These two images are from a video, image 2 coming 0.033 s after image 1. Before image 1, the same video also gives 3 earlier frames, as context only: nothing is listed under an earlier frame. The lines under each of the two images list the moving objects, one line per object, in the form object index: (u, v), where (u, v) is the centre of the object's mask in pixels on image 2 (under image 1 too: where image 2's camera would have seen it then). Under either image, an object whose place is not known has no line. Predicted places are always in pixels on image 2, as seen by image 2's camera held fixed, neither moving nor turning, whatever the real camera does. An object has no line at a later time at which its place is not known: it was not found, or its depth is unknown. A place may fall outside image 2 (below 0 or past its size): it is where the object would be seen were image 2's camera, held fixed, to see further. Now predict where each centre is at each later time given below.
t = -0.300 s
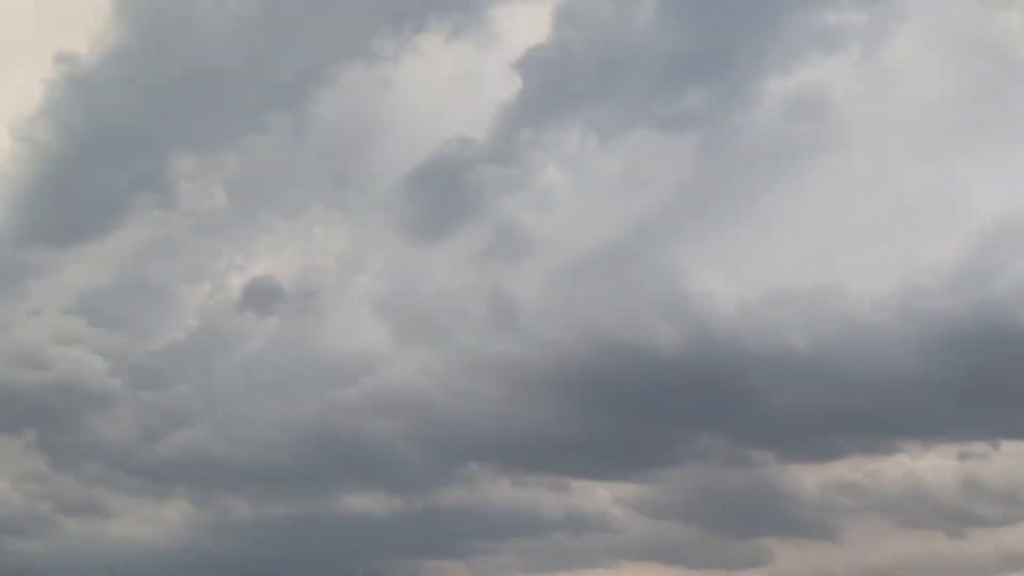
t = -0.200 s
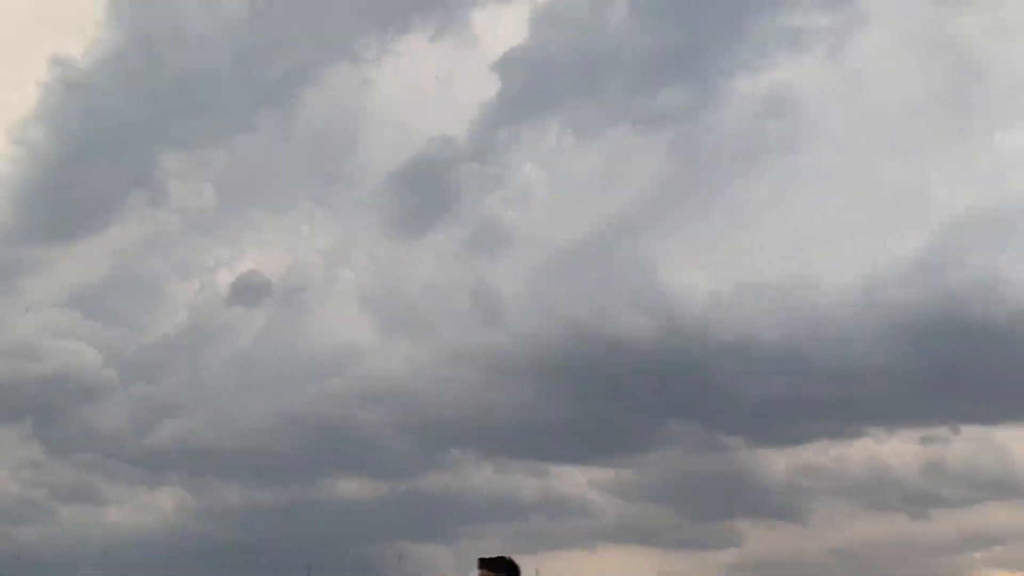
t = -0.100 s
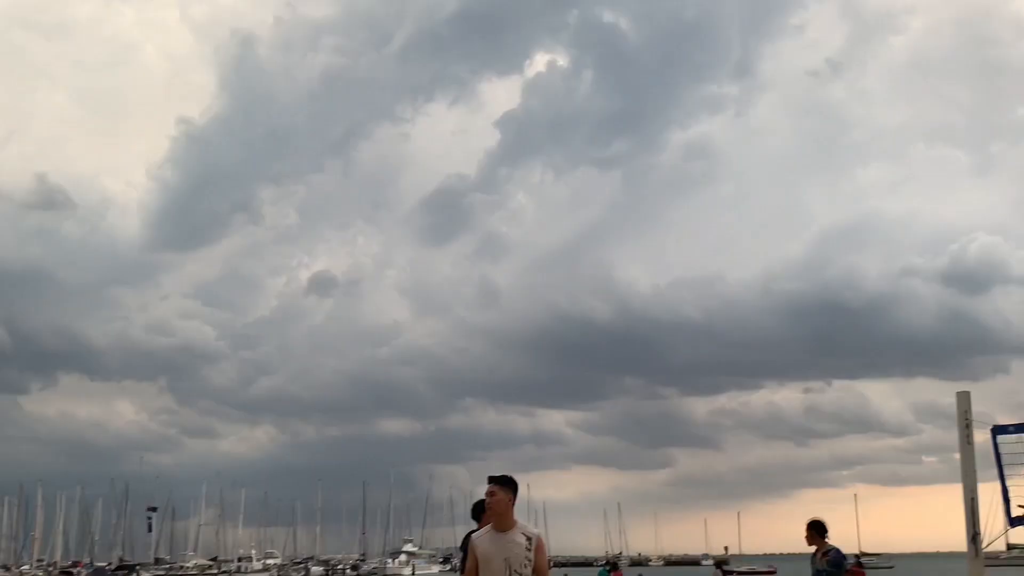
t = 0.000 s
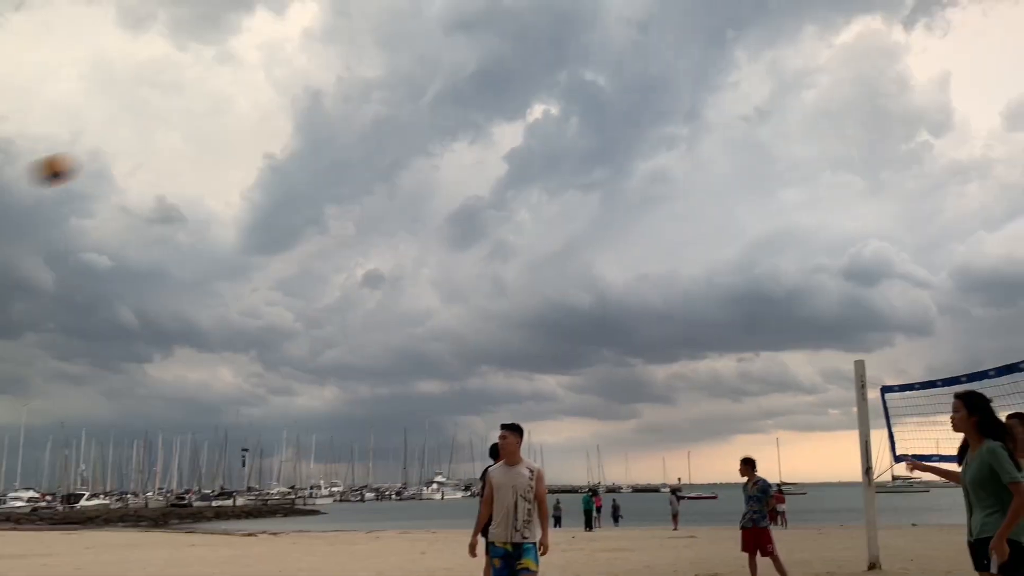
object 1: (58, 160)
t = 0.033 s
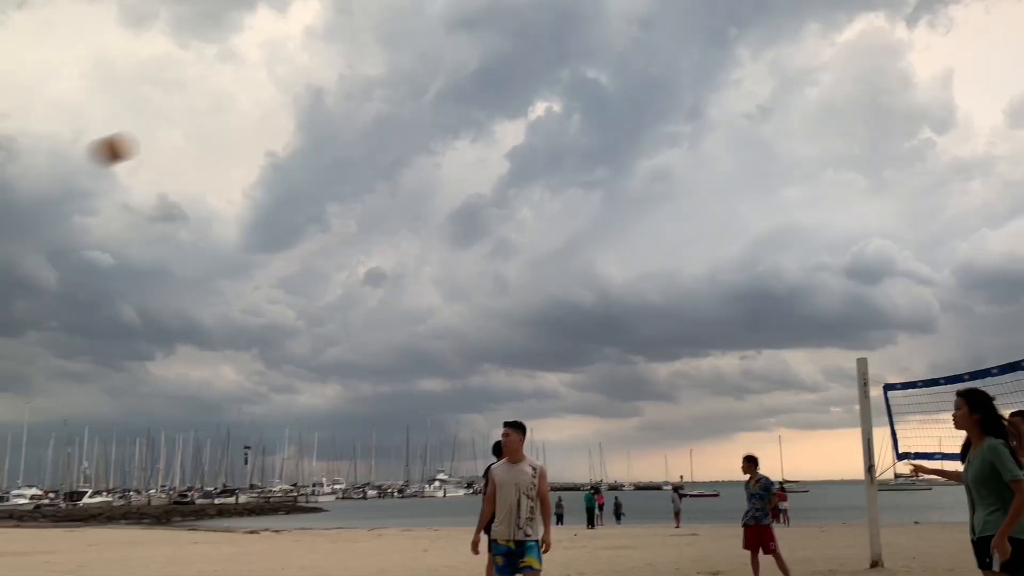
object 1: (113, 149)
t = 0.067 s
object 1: (168, 135)
